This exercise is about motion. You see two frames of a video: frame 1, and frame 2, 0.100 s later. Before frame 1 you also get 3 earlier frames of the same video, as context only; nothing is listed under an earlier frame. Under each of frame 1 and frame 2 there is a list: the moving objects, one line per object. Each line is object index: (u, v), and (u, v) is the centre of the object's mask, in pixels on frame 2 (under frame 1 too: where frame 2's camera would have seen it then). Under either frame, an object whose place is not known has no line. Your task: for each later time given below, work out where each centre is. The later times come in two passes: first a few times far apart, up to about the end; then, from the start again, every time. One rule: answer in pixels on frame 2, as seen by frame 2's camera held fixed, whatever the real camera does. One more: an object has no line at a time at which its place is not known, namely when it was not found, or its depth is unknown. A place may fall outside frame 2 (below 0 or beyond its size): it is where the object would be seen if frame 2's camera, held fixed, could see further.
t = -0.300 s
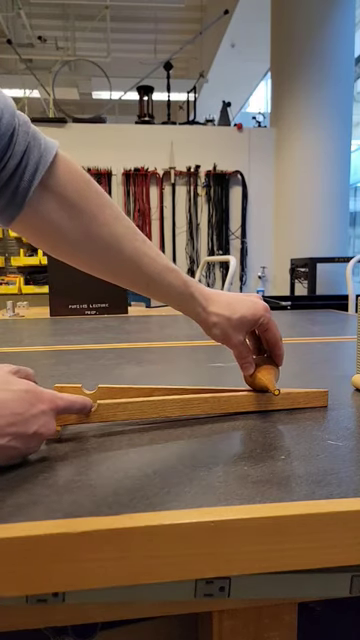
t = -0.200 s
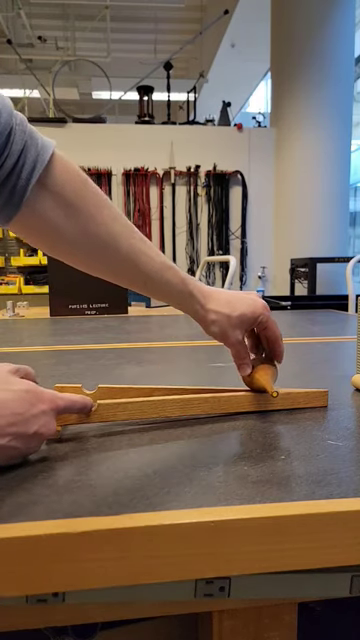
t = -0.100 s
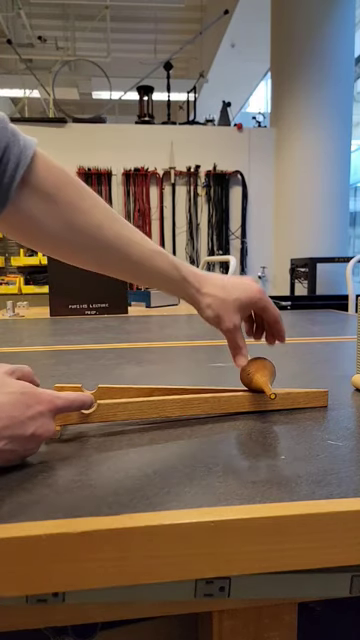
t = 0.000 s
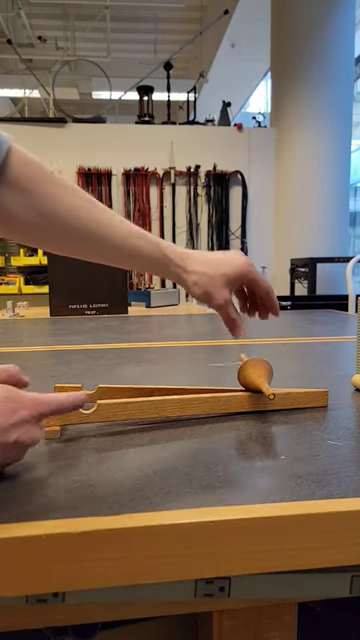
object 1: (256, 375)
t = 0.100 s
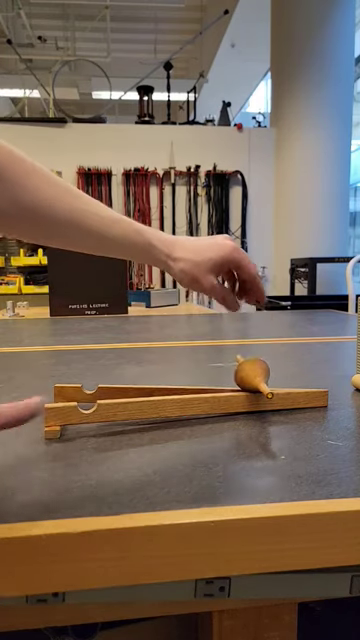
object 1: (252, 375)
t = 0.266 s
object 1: (245, 376)
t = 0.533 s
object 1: (223, 376)
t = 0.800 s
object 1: (189, 378)
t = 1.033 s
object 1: (156, 380)
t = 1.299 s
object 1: (115, 383)
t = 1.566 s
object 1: (86, 393)
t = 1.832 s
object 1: (86, 393)
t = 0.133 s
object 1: (251, 376)
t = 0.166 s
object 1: (250, 376)
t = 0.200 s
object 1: (248, 376)
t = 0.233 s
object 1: (247, 376)
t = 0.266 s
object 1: (245, 376)
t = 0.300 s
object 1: (243, 376)
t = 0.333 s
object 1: (241, 376)
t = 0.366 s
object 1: (238, 376)
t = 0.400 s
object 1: (236, 376)
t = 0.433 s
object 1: (233, 376)
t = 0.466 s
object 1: (230, 376)
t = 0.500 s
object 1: (226, 376)
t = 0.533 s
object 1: (223, 376)
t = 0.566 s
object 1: (219, 376)
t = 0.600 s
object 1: (215, 376)
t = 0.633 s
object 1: (211, 377)
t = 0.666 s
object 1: (207, 377)
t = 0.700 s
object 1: (203, 377)
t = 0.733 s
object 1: (198, 377)
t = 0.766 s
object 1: (193, 378)
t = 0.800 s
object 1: (189, 378)
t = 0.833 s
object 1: (184, 378)
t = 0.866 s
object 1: (179, 379)
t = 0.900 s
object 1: (175, 379)
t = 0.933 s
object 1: (170, 379)
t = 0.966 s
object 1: (166, 380)
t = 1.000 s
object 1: (161, 380)
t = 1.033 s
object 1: (156, 380)
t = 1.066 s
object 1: (152, 381)
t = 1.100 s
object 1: (147, 381)
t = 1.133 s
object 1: (142, 381)
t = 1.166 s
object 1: (137, 382)
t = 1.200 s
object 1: (131, 382)
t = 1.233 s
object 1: (126, 382)
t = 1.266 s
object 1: (121, 383)
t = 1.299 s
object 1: (115, 383)
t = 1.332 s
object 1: (111, 384)
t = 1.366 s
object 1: (106, 384)
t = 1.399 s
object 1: (101, 385)
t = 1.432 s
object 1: (96, 385)
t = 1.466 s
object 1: (91, 387)
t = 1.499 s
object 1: (86, 393)
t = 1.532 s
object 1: (84, 391)
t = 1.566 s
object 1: (86, 393)
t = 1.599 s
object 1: (87, 393)
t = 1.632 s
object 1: (86, 393)
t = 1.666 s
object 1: (85, 393)
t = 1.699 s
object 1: (86, 393)
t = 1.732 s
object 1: (87, 393)
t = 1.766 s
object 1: (86, 393)
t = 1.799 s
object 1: (85, 393)
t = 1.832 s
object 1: (86, 393)
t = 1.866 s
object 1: (86, 393)
